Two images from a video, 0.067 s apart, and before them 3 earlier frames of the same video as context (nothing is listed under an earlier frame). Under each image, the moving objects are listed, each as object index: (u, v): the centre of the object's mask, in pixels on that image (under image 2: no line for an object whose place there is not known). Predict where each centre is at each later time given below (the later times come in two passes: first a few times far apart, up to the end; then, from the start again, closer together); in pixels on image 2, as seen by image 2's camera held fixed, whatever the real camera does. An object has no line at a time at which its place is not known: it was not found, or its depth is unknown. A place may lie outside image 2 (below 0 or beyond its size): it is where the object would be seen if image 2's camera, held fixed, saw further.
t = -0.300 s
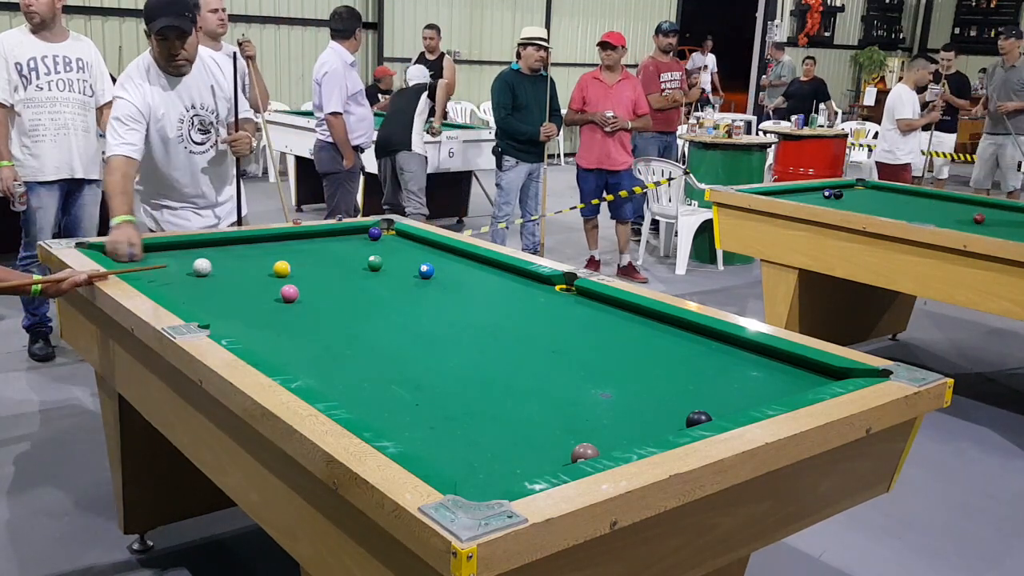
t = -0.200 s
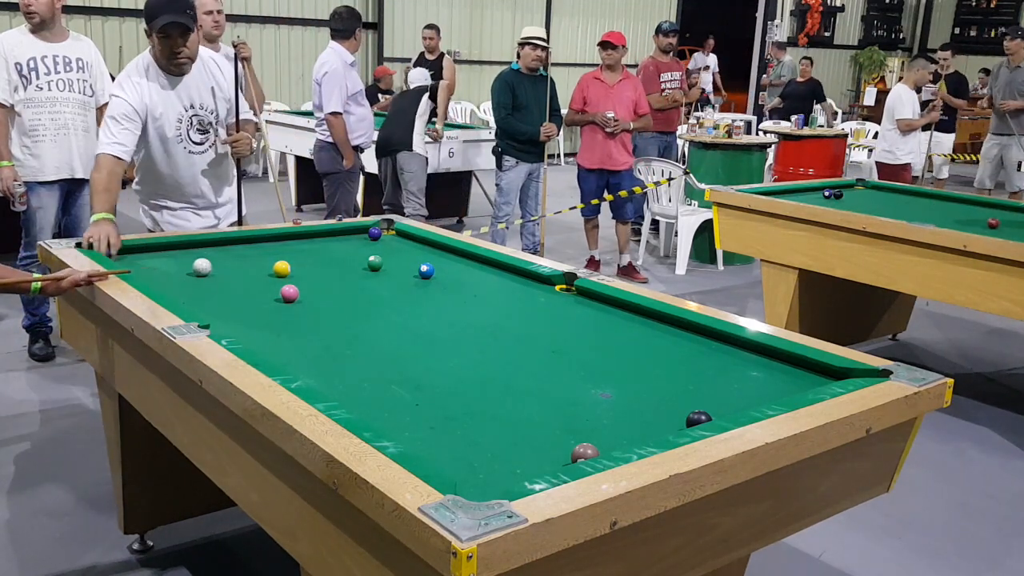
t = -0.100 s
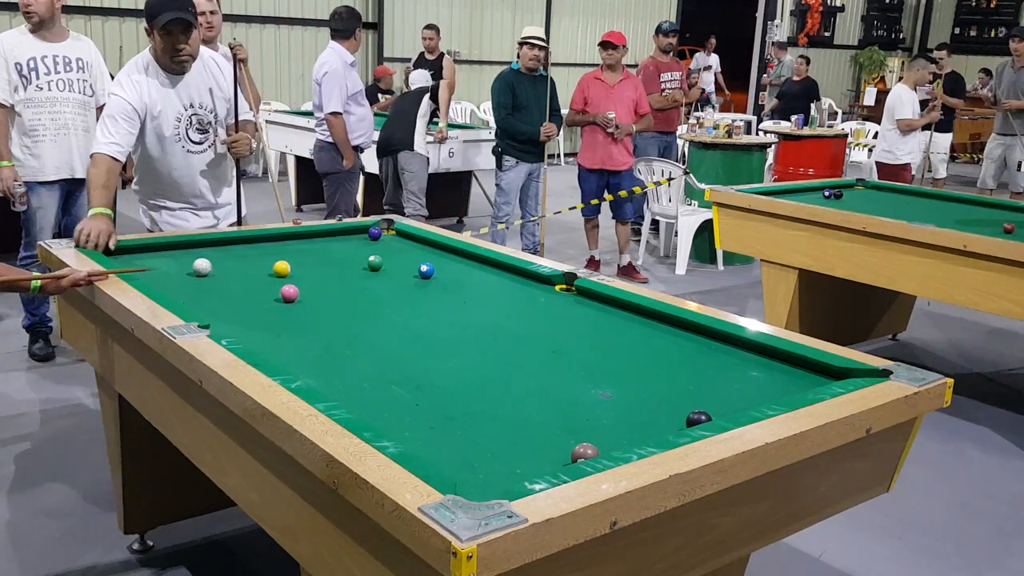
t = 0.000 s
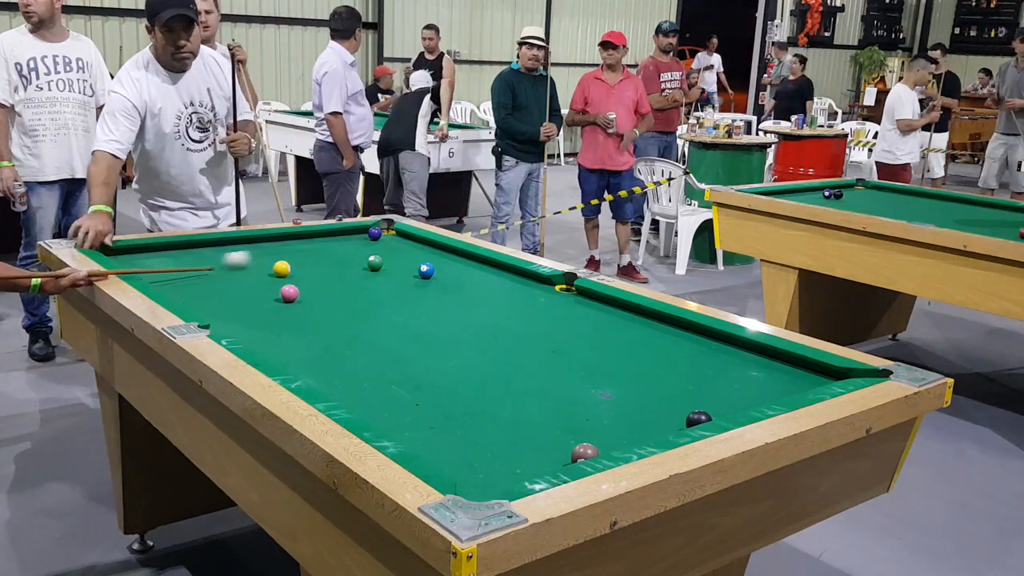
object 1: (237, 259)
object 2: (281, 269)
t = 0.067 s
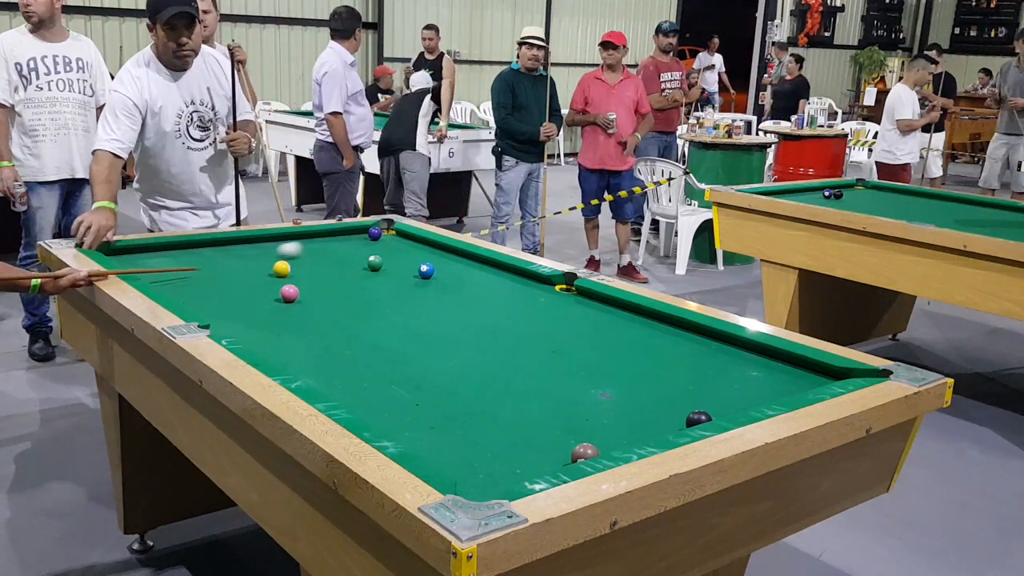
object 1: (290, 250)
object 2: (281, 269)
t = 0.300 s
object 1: (401, 234)
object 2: (281, 269)
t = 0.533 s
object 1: (348, 251)
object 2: (282, 269)
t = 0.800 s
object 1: (295, 267)
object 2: (271, 271)
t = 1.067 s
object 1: (278, 276)
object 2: (199, 284)
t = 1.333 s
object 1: (260, 286)
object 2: (199, 288)
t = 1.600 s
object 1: (243, 297)
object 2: (259, 285)
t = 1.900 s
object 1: (224, 309)
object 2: (321, 282)
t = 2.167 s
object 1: (217, 319)
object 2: (370, 280)
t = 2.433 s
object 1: (243, 321)
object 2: (415, 277)
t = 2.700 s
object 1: (268, 324)
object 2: (457, 275)
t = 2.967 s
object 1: (290, 326)
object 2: (494, 272)
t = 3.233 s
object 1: (311, 328)
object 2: (510, 273)
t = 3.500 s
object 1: (328, 329)
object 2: (493, 277)
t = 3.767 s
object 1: (344, 331)
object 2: (477, 280)
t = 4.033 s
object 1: (357, 333)
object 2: (462, 284)
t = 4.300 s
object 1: (367, 334)
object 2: (449, 287)
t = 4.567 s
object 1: (376, 335)
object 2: (437, 290)
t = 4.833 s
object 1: (382, 335)
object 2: (427, 293)
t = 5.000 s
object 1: (384, 336)
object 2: (421, 294)
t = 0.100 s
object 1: (313, 246)
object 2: (282, 269)
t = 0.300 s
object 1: (401, 234)
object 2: (281, 269)
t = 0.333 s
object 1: (394, 235)
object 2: (282, 269)
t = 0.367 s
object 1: (385, 239)
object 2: (281, 269)
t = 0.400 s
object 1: (378, 241)
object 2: (282, 269)
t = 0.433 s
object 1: (370, 245)
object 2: (282, 269)
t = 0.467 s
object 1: (362, 247)
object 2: (281, 269)
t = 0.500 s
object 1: (355, 249)
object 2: (282, 269)
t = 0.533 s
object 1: (348, 251)
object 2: (282, 269)
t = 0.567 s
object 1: (341, 253)
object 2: (282, 269)
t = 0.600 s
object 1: (334, 255)
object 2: (282, 269)
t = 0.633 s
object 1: (326, 257)
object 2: (282, 269)
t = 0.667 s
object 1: (319, 259)
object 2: (282, 269)
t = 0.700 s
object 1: (311, 261)
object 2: (282, 269)
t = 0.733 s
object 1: (304, 263)
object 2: (281, 269)
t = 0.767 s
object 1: (297, 265)
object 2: (280, 269)
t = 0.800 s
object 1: (295, 267)
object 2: (271, 271)
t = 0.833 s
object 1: (293, 268)
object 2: (260, 273)
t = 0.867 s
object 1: (291, 269)
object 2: (250, 274)
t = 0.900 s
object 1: (289, 270)
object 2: (241, 276)
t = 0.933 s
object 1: (286, 271)
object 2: (233, 278)
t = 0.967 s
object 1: (284, 273)
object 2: (225, 279)
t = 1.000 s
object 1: (282, 274)
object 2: (216, 281)
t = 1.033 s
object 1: (280, 275)
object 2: (208, 282)
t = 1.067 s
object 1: (278, 276)
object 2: (199, 284)
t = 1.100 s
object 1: (275, 278)
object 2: (190, 285)
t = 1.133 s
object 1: (273, 279)
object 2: (181, 287)
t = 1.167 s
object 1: (271, 280)
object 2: (173, 288)
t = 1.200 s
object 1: (269, 281)
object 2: (167, 288)
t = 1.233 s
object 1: (267, 282)
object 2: (175, 289)
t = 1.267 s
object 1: (265, 284)
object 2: (183, 289)
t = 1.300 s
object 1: (262, 285)
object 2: (191, 289)
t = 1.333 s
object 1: (260, 286)
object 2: (199, 288)
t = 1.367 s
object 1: (258, 288)
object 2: (206, 288)
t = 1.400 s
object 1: (256, 289)
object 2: (214, 288)
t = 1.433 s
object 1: (254, 290)
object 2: (222, 287)
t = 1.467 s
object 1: (252, 291)
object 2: (229, 287)
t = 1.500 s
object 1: (250, 293)
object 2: (235, 286)
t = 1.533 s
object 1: (247, 294)
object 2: (243, 282)
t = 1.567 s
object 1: (245, 296)
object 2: (253, 284)
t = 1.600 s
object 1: (243, 297)
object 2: (259, 285)
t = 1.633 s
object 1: (241, 298)
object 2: (266, 285)
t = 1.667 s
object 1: (239, 300)
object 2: (273, 285)
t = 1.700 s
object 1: (237, 301)
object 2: (279, 283)
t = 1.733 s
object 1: (235, 302)
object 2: (287, 281)
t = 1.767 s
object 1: (232, 304)
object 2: (295, 281)
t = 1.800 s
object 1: (230, 305)
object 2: (301, 282)
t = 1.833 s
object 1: (228, 307)
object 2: (307, 283)
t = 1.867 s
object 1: (226, 308)
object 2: (314, 282)
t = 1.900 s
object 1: (224, 309)
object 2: (321, 282)
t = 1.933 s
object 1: (222, 311)
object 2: (327, 282)
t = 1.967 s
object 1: (220, 312)
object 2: (333, 281)
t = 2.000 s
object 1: (218, 313)
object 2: (340, 281)
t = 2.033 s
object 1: (216, 315)
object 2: (346, 281)
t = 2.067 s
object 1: (214, 316)
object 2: (352, 280)
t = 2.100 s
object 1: (213, 317)
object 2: (358, 280)
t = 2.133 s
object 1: (214, 318)
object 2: (364, 280)
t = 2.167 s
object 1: (217, 319)
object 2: (370, 280)
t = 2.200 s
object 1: (220, 319)
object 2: (376, 279)
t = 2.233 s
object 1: (224, 319)
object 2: (382, 279)
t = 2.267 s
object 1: (227, 320)
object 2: (387, 279)
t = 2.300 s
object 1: (230, 320)
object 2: (393, 278)
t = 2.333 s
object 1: (234, 320)
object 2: (399, 278)
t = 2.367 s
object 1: (237, 321)
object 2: (405, 278)
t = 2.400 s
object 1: (240, 321)
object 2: (410, 277)
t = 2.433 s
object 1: (243, 321)
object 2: (415, 277)
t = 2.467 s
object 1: (247, 322)
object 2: (420, 277)
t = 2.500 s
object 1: (250, 322)
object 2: (426, 276)
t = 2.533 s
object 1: (253, 322)
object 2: (431, 276)
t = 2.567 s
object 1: (256, 322)
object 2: (436, 276)
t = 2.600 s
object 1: (259, 323)
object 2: (441, 276)
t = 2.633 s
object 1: (262, 323)
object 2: (446, 275)
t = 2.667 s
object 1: (265, 323)
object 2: (451, 275)
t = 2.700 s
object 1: (268, 324)
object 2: (457, 275)
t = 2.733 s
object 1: (271, 324)
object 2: (461, 274)
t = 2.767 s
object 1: (274, 324)
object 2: (467, 274)
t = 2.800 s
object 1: (276, 324)
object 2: (471, 274)
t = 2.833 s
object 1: (279, 325)
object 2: (476, 273)
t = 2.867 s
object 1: (282, 325)
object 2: (480, 273)
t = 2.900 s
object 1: (285, 325)
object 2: (485, 273)
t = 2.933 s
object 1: (287, 326)
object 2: (490, 273)
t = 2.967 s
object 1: (290, 326)
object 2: (494, 272)
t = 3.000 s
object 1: (293, 326)
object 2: (499, 272)
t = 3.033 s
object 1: (295, 326)
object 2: (503, 272)
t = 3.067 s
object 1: (298, 326)
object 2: (507, 272)
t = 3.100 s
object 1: (301, 327)
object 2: (512, 271)
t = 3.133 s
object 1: (303, 327)
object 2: (516, 271)
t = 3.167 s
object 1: (306, 327)
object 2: (514, 272)
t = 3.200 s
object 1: (308, 327)
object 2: (512, 272)
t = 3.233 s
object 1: (311, 328)
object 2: (510, 273)
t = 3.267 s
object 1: (313, 328)
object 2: (508, 273)
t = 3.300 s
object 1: (315, 328)
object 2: (506, 273)
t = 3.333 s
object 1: (318, 328)
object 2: (503, 274)
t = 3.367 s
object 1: (320, 328)
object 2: (502, 275)
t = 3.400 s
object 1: (322, 328)
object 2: (500, 275)
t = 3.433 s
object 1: (324, 329)
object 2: (497, 276)
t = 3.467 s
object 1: (326, 329)
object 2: (495, 276)
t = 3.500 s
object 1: (328, 329)
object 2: (493, 277)
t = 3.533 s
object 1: (330, 330)
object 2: (491, 277)
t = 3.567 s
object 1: (332, 330)
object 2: (489, 278)
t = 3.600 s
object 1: (335, 330)
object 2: (487, 278)
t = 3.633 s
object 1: (336, 330)
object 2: (485, 279)
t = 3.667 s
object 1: (338, 331)
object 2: (483, 279)
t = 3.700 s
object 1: (340, 331)
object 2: (481, 279)
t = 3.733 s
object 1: (342, 331)
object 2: (479, 280)
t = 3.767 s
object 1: (344, 331)
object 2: (477, 280)
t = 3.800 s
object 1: (346, 331)
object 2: (476, 281)
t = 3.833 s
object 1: (347, 331)
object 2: (474, 281)
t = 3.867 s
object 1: (349, 332)
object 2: (472, 282)
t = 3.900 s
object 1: (351, 332)
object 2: (470, 282)
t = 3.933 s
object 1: (352, 332)
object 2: (468, 283)
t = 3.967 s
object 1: (354, 332)
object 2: (466, 283)
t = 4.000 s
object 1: (355, 333)
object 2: (464, 284)
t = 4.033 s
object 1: (357, 333)
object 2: (462, 284)
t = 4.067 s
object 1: (358, 333)
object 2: (461, 284)
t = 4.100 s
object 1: (360, 333)
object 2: (459, 285)
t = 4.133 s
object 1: (361, 333)
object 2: (458, 285)
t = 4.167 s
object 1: (362, 333)
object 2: (456, 286)
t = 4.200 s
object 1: (364, 334)
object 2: (454, 286)
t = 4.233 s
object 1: (365, 334)
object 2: (452, 287)
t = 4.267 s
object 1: (366, 334)
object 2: (451, 287)
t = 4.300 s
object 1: (367, 334)
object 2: (449, 287)
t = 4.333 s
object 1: (368, 334)
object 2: (448, 288)
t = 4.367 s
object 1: (370, 334)
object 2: (446, 288)
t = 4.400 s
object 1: (371, 334)
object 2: (445, 289)
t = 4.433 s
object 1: (372, 335)
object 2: (443, 289)
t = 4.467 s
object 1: (373, 335)
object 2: (442, 289)
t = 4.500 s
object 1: (374, 335)
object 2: (440, 290)
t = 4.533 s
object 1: (375, 335)
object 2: (439, 290)
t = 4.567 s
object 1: (376, 335)
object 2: (437, 290)
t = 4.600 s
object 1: (377, 335)
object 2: (436, 291)
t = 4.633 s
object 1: (377, 335)
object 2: (435, 291)
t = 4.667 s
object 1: (378, 335)
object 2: (433, 291)
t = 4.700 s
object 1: (379, 335)
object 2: (432, 292)
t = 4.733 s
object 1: (380, 336)
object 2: (431, 292)
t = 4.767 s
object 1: (380, 336)
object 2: (429, 292)
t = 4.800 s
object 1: (381, 335)
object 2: (428, 293)
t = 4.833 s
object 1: (382, 335)
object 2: (427, 293)
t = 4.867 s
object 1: (382, 336)
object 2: (426, 293)
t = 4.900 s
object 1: (383, 336)
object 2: (425, 294)
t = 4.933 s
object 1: (383, 336)
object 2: (423, 294)
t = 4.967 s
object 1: (384, 335)
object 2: (422, 294)
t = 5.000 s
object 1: (384, 336)
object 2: (421, 294)
